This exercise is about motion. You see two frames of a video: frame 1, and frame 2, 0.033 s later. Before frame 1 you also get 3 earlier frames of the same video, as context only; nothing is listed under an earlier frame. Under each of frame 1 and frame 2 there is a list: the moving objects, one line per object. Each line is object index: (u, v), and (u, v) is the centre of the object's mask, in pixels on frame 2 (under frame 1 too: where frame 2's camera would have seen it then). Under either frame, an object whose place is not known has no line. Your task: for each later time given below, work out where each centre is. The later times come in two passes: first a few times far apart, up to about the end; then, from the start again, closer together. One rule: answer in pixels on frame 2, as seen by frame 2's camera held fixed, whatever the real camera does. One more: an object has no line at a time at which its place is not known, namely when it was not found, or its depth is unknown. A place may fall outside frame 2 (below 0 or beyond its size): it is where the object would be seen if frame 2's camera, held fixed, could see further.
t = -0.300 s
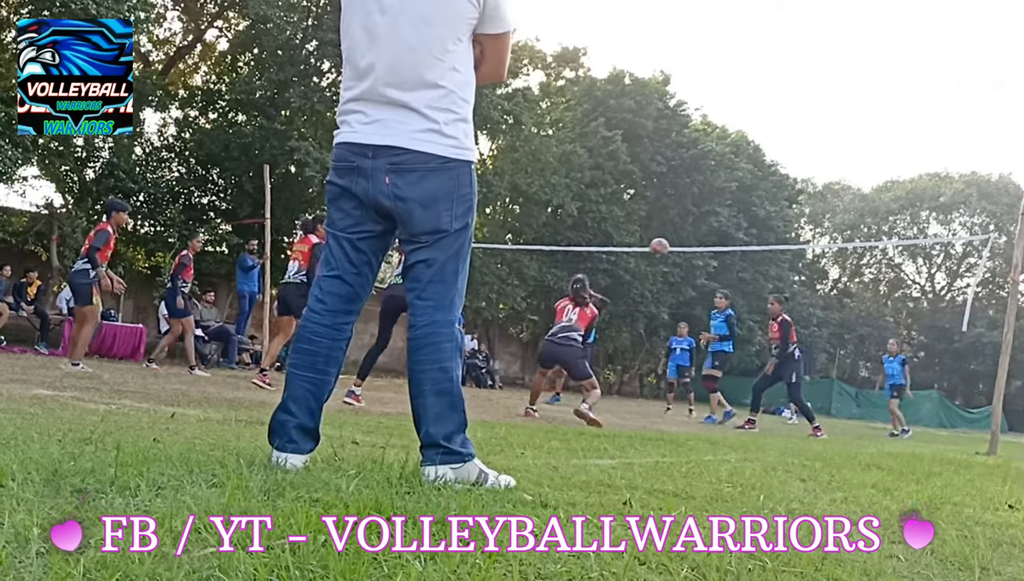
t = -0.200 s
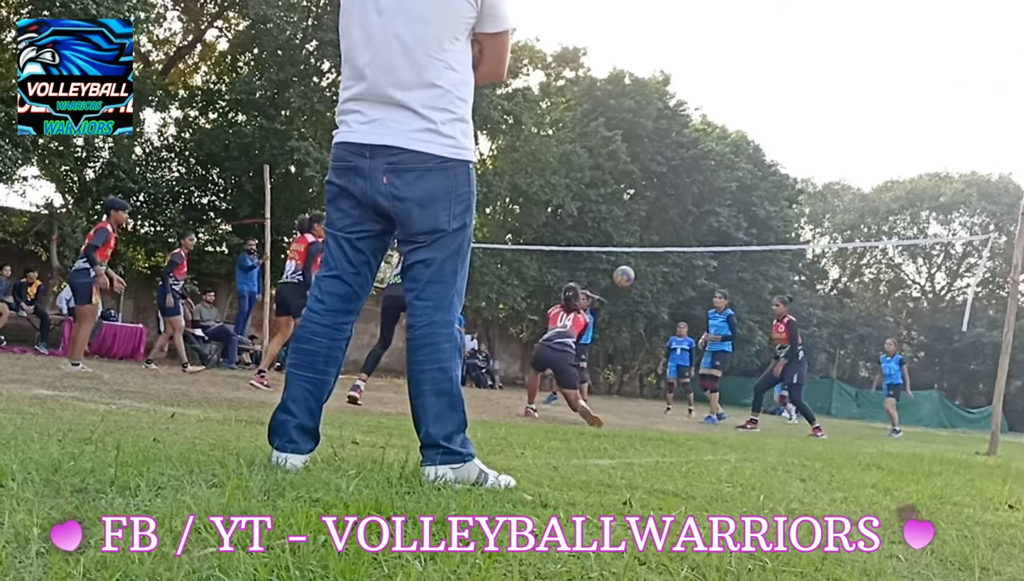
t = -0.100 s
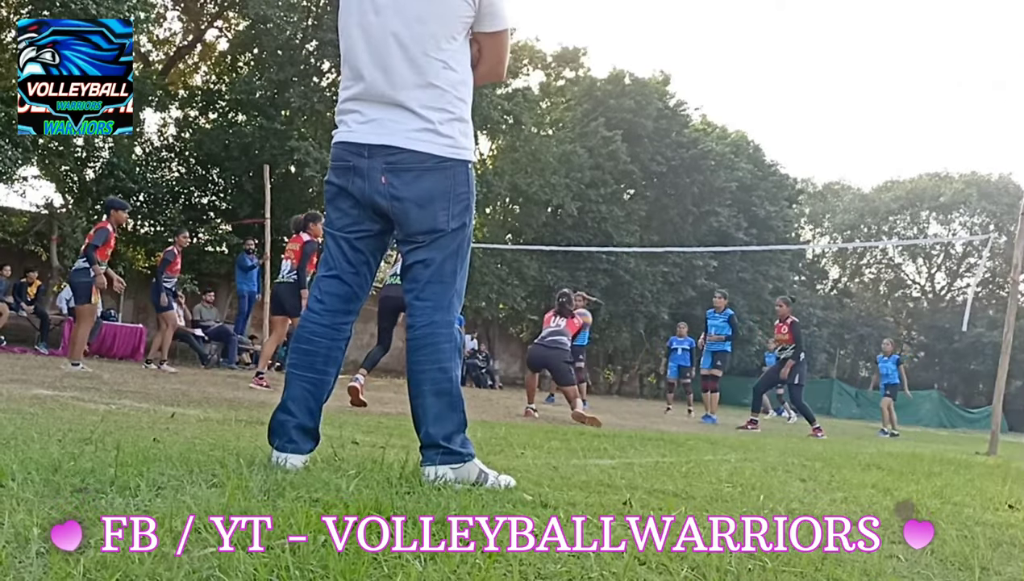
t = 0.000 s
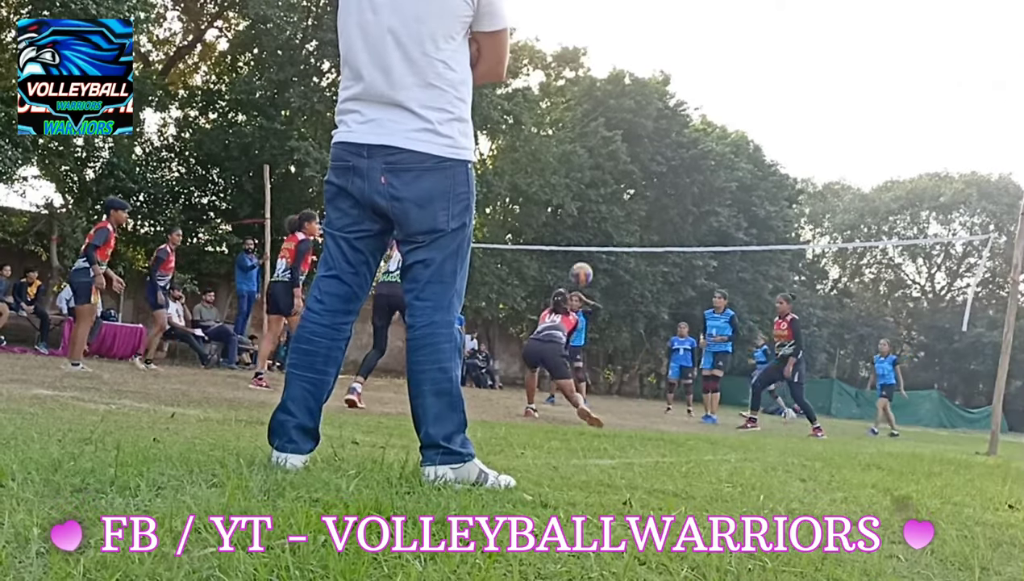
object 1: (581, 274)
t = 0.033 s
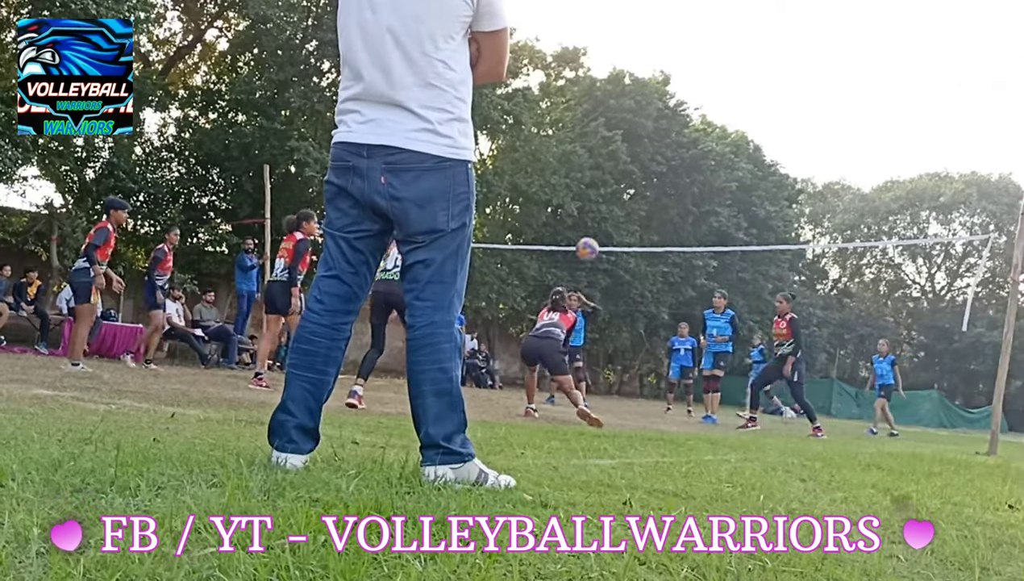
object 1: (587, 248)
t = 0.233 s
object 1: (619, 125)
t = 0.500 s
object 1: (654, 25)
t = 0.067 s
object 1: (593, 223)
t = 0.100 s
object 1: (599, 201)
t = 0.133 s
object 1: (604, 181)
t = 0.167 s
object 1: (609, 161)
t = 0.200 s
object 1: (614, 141)
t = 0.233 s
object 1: (619, 125)
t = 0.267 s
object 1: (624, 108)
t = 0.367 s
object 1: (637, 67)
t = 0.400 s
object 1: (641, 55)
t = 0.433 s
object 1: (646, 43)
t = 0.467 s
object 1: (650, 33)
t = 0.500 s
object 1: (654, 25)
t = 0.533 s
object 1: (658, 18)
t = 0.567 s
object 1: (661, 10)
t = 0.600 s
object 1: (665, 7)
